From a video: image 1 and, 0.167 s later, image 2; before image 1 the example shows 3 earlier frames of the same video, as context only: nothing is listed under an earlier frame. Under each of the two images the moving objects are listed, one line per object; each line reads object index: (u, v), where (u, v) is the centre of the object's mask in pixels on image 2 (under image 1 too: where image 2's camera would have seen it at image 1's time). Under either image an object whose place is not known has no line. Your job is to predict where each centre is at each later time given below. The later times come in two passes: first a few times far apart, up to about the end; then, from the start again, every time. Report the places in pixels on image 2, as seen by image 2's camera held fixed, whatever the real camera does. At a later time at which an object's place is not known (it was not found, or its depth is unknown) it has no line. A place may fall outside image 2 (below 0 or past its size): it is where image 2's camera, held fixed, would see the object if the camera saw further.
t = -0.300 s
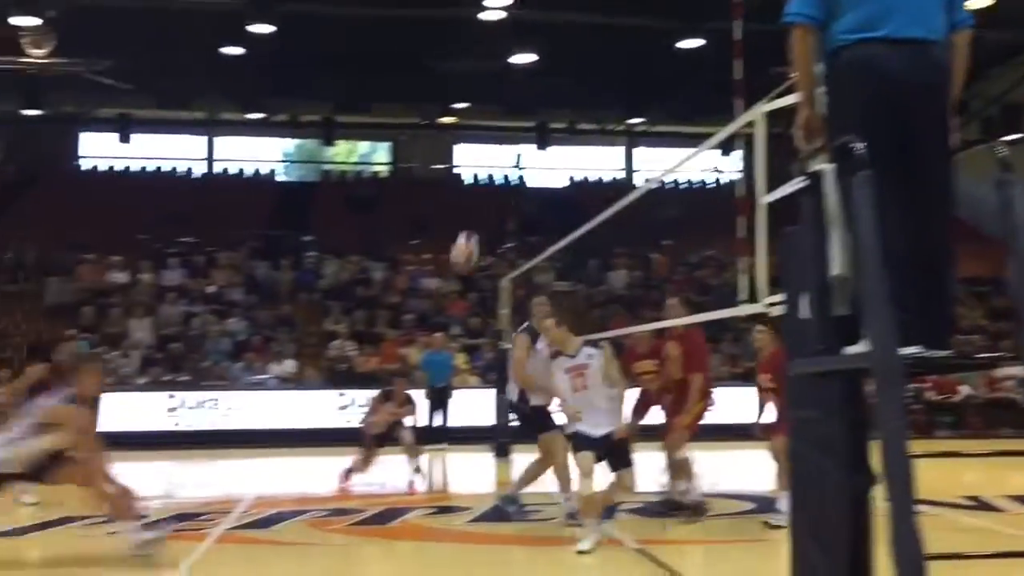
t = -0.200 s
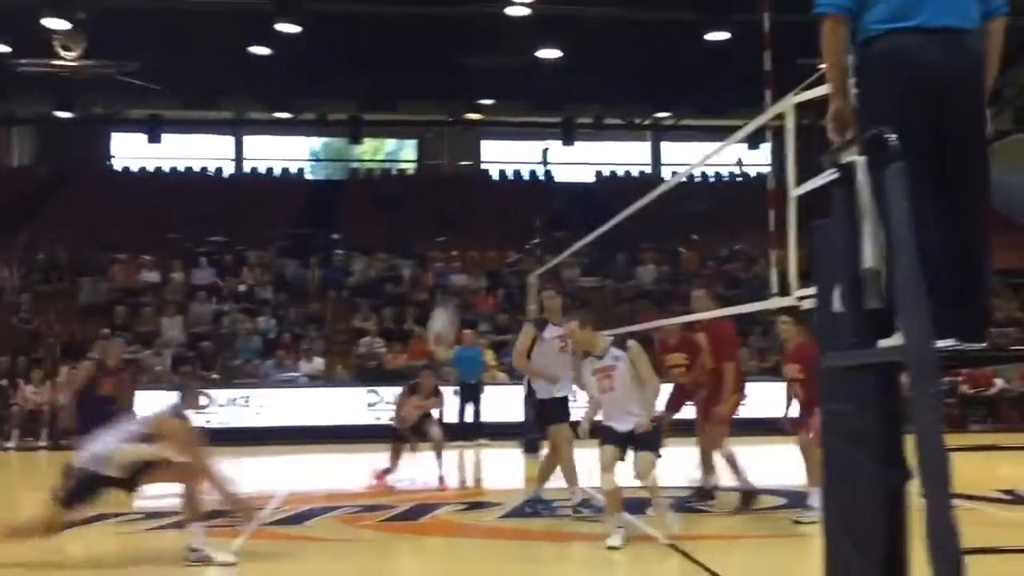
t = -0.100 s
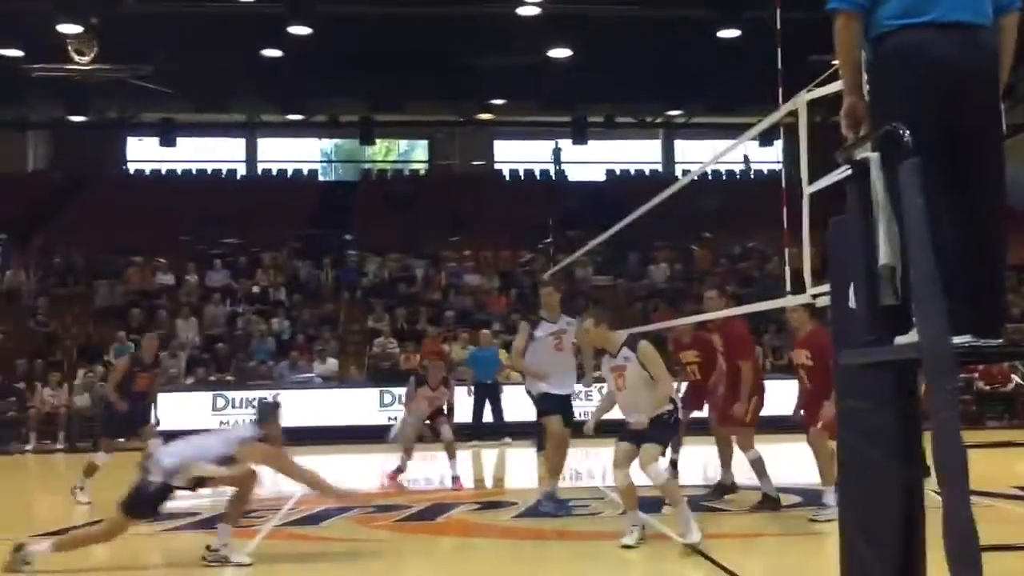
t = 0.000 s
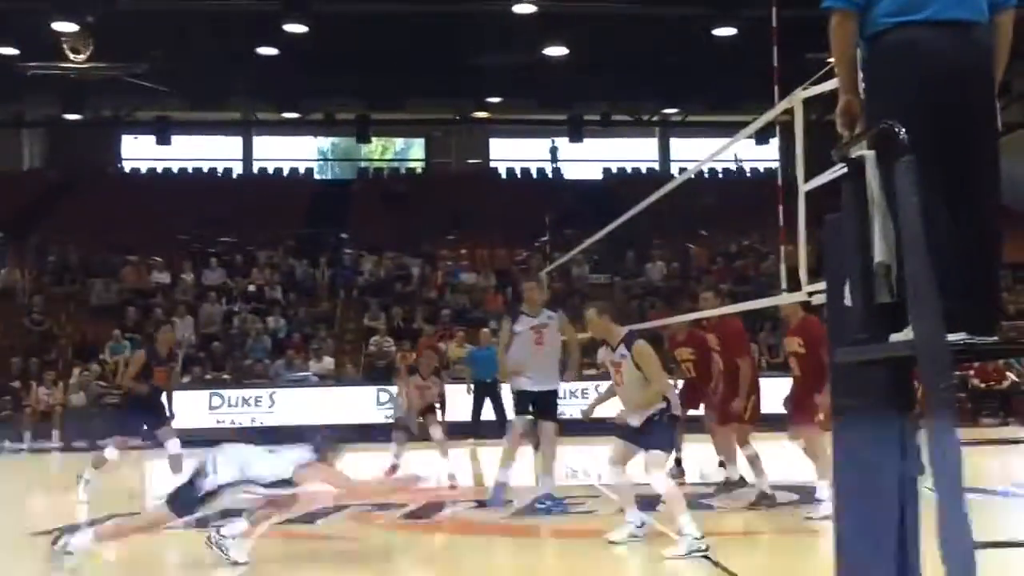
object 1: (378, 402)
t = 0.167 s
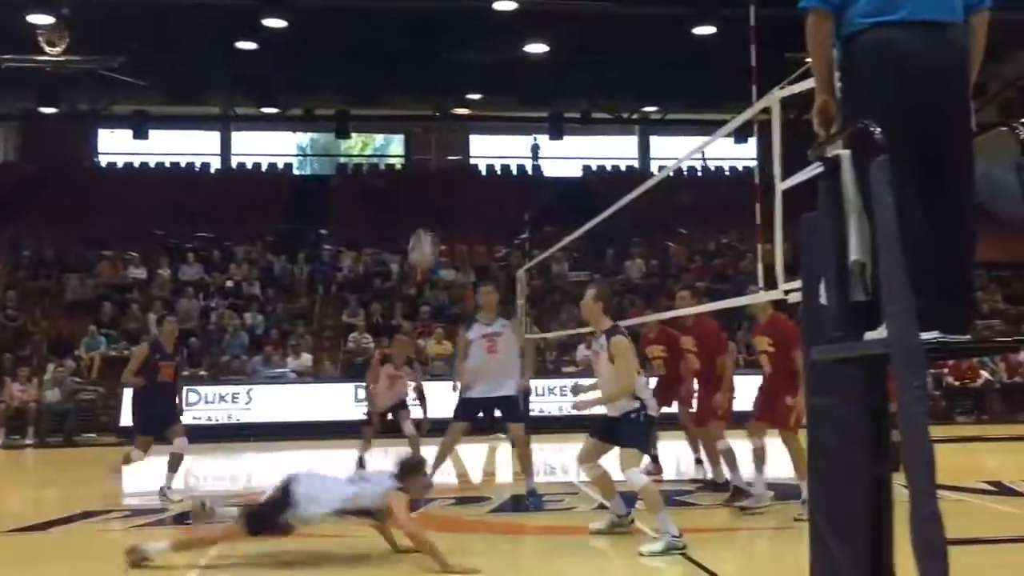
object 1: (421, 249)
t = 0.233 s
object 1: (439, 204)
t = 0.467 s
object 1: (490, 95)
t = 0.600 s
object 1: (517, 68)
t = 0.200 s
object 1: (430, 225)
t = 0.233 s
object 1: (439, 204)
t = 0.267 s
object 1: (446, 184)
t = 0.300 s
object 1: (453, 167)
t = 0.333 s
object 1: (460, 144)
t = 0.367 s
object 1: (467, 131)
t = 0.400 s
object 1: (476, 118)
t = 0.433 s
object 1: (484, 106)
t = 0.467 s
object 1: (490, 95)
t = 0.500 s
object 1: (497, 87)
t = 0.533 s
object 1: (504, 79)
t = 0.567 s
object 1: (510, 72)
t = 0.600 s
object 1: (517, 68)
